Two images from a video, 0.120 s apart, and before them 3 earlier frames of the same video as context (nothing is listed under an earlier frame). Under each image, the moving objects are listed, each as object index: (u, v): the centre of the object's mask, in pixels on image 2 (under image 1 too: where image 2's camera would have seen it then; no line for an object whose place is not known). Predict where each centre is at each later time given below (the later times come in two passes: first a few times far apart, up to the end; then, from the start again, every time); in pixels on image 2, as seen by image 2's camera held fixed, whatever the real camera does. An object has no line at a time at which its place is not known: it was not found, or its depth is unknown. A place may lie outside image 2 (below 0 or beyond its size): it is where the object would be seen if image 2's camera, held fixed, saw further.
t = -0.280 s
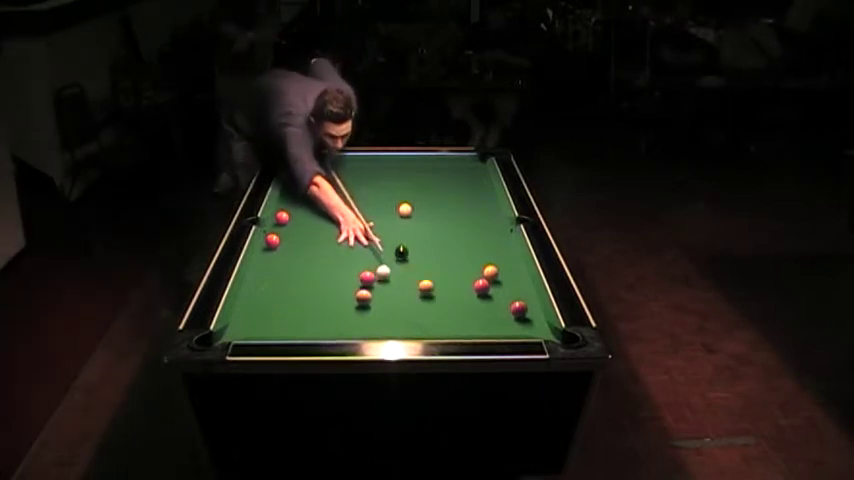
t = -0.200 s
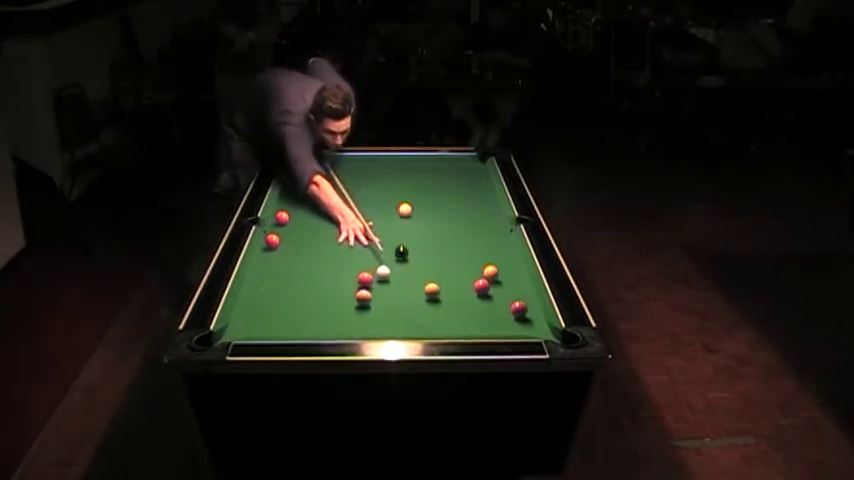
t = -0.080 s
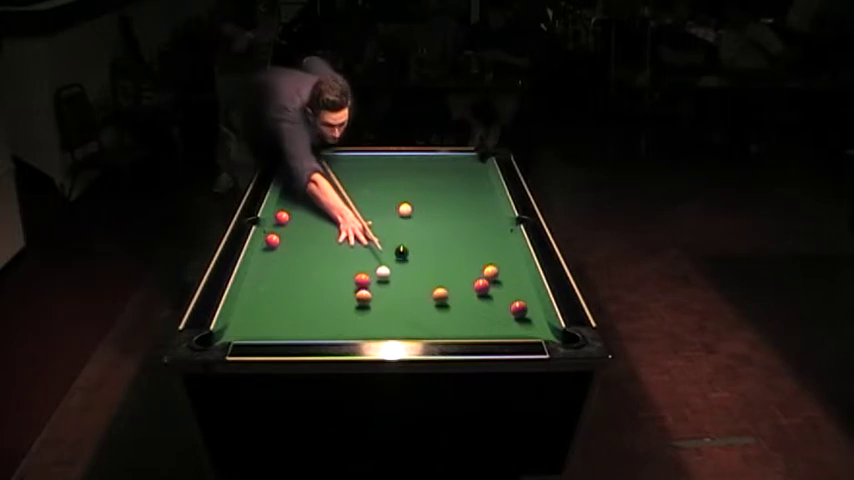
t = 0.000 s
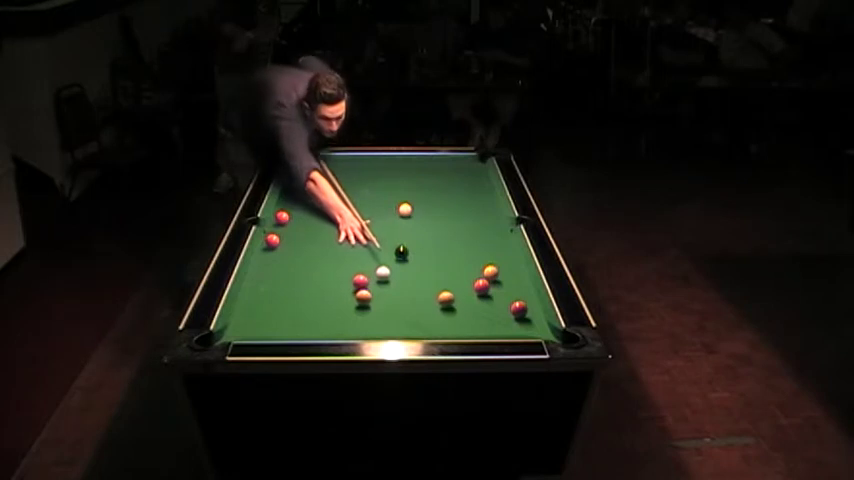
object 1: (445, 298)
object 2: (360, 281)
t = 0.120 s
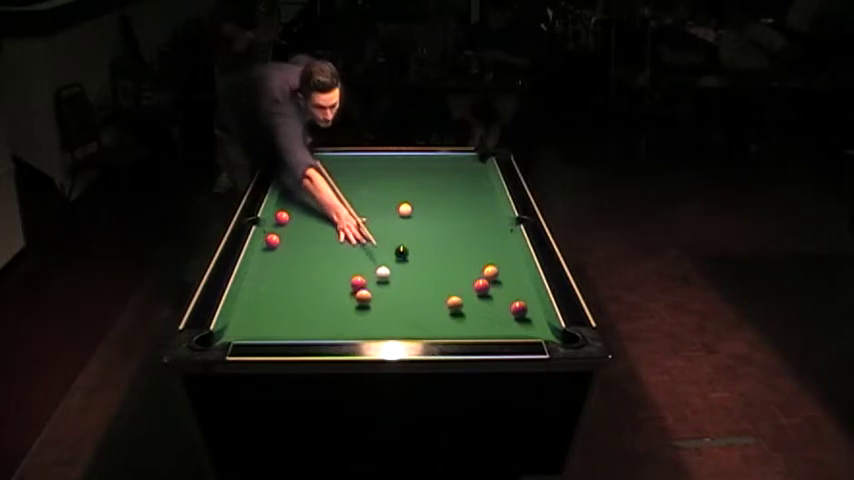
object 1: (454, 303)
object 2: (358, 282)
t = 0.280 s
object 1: (466, 310)
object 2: (355, 284)
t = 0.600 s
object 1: (487, 322)
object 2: (351, 287)
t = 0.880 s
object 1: (505, 329)
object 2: (348, 289)
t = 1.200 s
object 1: (515, 324)
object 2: (347, 289)
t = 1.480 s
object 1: (523, 319)
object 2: (347, 290)
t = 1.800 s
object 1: (530, 315)
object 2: (347, 289)
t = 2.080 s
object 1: (534, 313)
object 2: (347, 289)
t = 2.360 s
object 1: (534, 312)
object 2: (347, 290)
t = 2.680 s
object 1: (534, 313)
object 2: (347, 289)
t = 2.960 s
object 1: (534, 313)
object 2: (347, 290)
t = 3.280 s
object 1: (534, 313)
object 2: (347, 290)
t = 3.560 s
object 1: (534, 313)
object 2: (347, 290)
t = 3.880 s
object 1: (534, 312)
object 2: (347, 290)
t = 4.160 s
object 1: (534, 312)
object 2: (347, 290)
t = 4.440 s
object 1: (534, 312)
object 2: (347, 290)
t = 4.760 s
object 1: (534, 312)
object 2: (347, 290)
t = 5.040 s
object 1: (534, 312)
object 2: (347, 289)
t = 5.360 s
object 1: (534, 312)
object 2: (347, 289)
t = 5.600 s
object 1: (534, 312)
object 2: (347, 289)
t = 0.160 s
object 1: (457, 305)
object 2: (357, 282)
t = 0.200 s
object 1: (460, 307)
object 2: (356, 283)
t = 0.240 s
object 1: (463, 309)
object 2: (355, 283)
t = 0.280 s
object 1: (466, 310)
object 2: (355, 284)
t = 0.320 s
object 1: (468, 312)
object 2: (354, 284)
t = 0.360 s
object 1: (471, 314)
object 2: (353, 285)
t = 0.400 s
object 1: (474, 315)
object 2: (353, 285)
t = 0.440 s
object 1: (477, 317)
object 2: (352, 286)
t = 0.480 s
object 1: (480, 319)
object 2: (351, 286)
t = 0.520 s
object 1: (482, 320)
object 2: (351, 286)
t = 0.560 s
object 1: (485, 322)
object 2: (351, 286)
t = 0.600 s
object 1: (487, 322)
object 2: (351, 287)
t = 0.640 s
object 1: (490, 324)
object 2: (350, 287)
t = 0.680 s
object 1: (493, 325)
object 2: (350, 287)
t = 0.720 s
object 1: (495, 326)
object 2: (349, 287)
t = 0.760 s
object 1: (498, 327)
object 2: (349, 288)
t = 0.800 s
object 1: (501, 328)
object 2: (349, 288)
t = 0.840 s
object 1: (503, 329)
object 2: (348, 288)
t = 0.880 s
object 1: (505, 329)
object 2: (348, 289)
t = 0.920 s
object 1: (506, 328)
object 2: (348, 289)
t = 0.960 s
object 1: (508, 328)
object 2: (348, 289)
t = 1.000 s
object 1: (509, 327)
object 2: (348, 289)
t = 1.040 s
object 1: (510, 327)
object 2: (348, 289)
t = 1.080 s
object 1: (512, 326)
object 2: (348, 289)
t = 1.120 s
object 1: (513, 325)
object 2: (348, 289)
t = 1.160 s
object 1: (514, 325)
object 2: (347, 289)
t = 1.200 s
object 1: (515, 324)
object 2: (347, 289)
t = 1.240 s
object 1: (517, 323)
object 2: (347, 289)
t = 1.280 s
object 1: (518, 322)
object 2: (347, 289)
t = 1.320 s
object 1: (519, 322)
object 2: (347, 290)
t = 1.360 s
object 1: (520, 321)
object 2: (347, 289)
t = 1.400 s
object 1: (521, 320)
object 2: (347, 289)
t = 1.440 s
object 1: (522, 320)
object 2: (347, 290)
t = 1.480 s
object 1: (523, 319)
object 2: (347, 290)
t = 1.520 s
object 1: (524, 319)
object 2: (347, 289)
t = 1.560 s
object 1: (525, 318)
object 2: (347, 289)
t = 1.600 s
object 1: (526, 318)
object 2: (347, 289)
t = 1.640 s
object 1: (527, 318)
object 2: (347, 289)
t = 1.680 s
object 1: (528, 317)
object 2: (347, 289)
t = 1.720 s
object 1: (529, 316)
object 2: (347, 289)
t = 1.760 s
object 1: (530, 315)
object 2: (347, 289)
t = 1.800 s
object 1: (530, 315)
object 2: (347, 289)
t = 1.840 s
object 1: (531, 315)
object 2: (347, 289)
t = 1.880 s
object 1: (532, 314)
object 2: (347, 289)
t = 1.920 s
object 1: (533, 314)
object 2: (347, 290)
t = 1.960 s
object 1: (533, 314)
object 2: (347, 289)
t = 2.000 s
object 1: (534, 313)
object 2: (347, 290)
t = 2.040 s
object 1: (534, 313)
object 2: (347, 289)
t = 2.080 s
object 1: (534, 313)
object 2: (347, 289)
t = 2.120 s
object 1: (534, 313)
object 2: (347, 289)
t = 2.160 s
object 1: (534, 313)
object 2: (347, 289)
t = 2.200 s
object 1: (534, 313)
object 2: (347, 289)
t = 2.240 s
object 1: (534, 312)
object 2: (347, 289)
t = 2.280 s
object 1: (534, 312)
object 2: (347, 289)
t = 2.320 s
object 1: (534, 312)
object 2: (347, 290)
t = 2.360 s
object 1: (534, 312)
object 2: (347, 290)
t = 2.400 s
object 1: (534, 313)
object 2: (347, 290)
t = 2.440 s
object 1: (534, 313)
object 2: (347, 289)
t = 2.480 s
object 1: (534, 313)
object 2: (347, 289)
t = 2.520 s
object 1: (534, 313)
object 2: (347, 289)
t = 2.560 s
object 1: (534, 313)
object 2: (347, 289)
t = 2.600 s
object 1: (534, 313)
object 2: (347, 289)
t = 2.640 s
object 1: (534, 313)
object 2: (347, 289)
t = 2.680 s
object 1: (534, 313)
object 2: (347, 289)
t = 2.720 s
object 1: (534, 313)
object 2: (347, 289)
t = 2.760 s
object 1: (534, 313)
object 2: (347, 289)
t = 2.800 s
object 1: (534, 313)
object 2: (347, 290)
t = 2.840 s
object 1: (534, 313)
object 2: (347, 290)
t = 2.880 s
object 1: (534, 312)
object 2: (347, 290)
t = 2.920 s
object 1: (534, 313)
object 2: (347, 290)
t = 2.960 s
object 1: (534, 313)
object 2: (347, 290)
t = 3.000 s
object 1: (534, 313)
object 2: (347, 290)
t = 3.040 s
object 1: (534, 313)
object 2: (347, 290)
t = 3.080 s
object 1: (534, 313)
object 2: (347, 290)
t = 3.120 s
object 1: (534, 313)
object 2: (347, 290)
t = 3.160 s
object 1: (534, 313)
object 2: (347, 290)
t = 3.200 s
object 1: (534, 313)
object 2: (347, 290)
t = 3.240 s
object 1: (534, 313)
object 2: (347, 290)
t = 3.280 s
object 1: (534, 313)
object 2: (347, 290)
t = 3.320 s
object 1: (534, 313)
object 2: (347, 290)
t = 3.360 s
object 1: (534, 313)
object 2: (347, 290)
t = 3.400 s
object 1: (534, 313)
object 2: (347, 290)
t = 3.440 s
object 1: (534, 313)
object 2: (347, 290)
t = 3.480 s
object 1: (534, 313)
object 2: (347, 290)
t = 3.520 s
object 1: (534, 313)
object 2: (347, 290)
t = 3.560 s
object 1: (534, 313)
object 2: (347, 290)
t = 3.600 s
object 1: (534, 313)
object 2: (347, 290)
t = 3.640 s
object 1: (534, 313)
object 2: (347, 290)
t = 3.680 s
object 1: (534, 313)
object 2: (347, 290)
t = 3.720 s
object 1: (534, 313)
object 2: (347, 290)
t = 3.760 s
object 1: (534, 312)
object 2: (347, 290)
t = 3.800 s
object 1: (534, 312)
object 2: (347, 290)
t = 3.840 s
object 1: (534, 312)
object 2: (347, 290)
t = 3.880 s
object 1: (534, 312)
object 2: (347, 290)
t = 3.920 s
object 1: (534, 312)
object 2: (347, 290)
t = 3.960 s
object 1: (534, 312)
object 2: (347, 290)
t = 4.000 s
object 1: (534, 312)
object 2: (347, 290)
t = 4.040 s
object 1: (534, 312)
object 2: (347, 290)
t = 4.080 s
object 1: (534, 312)
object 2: (347, 290)
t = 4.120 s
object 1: (534, 312)
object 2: (347, 290)
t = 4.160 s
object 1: (534, 312)
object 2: (347, 290)
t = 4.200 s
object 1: (534, 312)
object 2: (347, 290)
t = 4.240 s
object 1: (534, 312)
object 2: (347, 290)
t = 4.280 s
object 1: (534, 312)
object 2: (347, 290)
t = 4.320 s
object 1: (534, 312)
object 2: (347, 290)
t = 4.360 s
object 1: (534, 312)
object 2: (347, 290)
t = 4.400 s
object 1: (534, 312)
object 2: (347, 290)
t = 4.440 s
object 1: (534, 312)
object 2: (347, 290)
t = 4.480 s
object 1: (534, 312)
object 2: (347, 290)
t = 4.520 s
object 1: (534, 312)
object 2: (347, 290)
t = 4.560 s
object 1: (534, 312)
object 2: (347, 290)
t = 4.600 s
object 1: (534, 312)
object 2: (347, 290)
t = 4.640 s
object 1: (534, 312)
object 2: (347, 290)
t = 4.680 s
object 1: (534, 312)
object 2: (347, 290)
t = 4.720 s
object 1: (534, 312)
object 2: (347, 290)
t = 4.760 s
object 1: (534, 312)
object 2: (347, 290)
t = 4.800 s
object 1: (534, 312)
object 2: (347, 290)
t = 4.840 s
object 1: (534, 312)
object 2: (347, 290)
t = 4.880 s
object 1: (534, 312)
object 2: (347, 290)
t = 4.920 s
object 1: (534, 312)
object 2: (347, 290)
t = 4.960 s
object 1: (534, 312)
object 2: (347, 290)
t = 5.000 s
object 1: (534, 312)
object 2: (347, 289)
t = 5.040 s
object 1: (534, 312)
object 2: (347, 289)
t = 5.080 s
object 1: (534, 312)
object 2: (347, 289)
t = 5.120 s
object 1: (534, 312)
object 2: (347, 289)
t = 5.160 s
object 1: (534, 312)
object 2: (347, 289)
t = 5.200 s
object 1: (534, 312)
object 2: (347, 289)
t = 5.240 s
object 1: (534, 312)
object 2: (347, 289)
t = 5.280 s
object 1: (534, 312)
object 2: (347, 289)
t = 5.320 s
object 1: (534, 312)
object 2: (347, 289)
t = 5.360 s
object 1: (534, 312)
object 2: (347, 289)
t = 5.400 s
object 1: (534, 312)
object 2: (347, 289)
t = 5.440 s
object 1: (534, 312)
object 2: (347, 289)
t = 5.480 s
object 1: (534, 312)
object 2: (347, 289)
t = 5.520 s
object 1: (534, 312)
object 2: (347, 289)
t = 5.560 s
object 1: (534, 312)
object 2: (347, 289)
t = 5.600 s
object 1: (534, 312)
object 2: (347, 289)
